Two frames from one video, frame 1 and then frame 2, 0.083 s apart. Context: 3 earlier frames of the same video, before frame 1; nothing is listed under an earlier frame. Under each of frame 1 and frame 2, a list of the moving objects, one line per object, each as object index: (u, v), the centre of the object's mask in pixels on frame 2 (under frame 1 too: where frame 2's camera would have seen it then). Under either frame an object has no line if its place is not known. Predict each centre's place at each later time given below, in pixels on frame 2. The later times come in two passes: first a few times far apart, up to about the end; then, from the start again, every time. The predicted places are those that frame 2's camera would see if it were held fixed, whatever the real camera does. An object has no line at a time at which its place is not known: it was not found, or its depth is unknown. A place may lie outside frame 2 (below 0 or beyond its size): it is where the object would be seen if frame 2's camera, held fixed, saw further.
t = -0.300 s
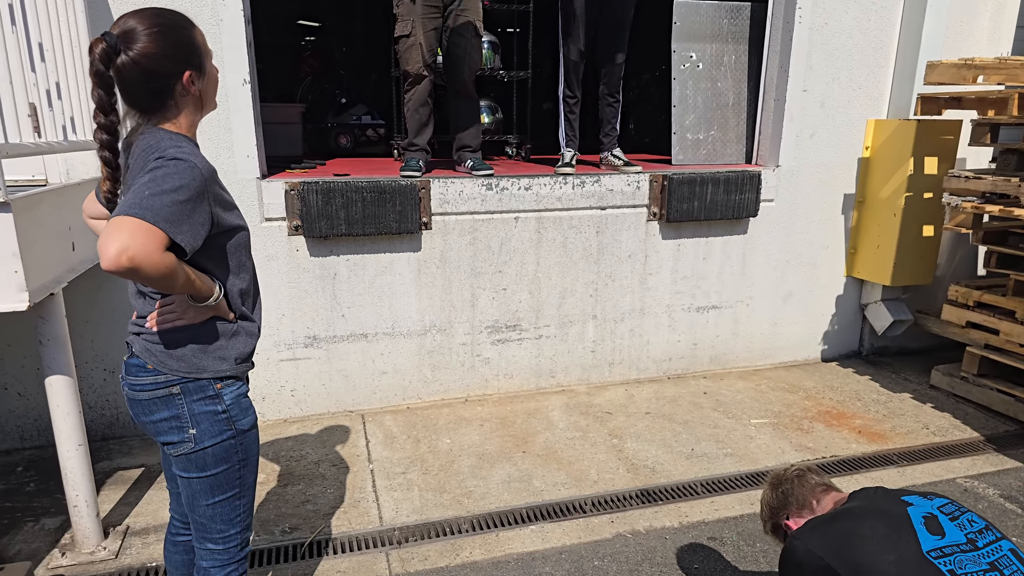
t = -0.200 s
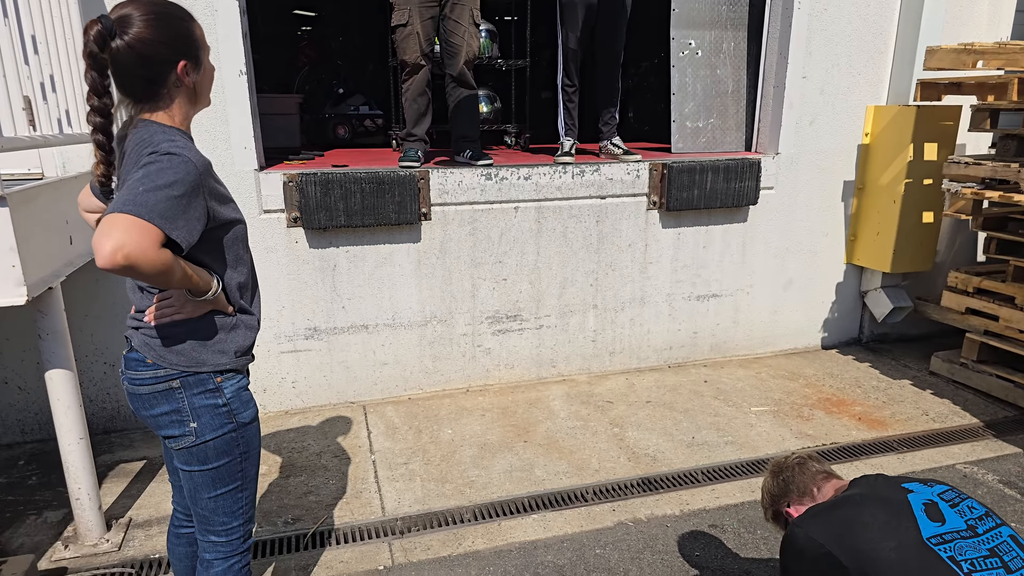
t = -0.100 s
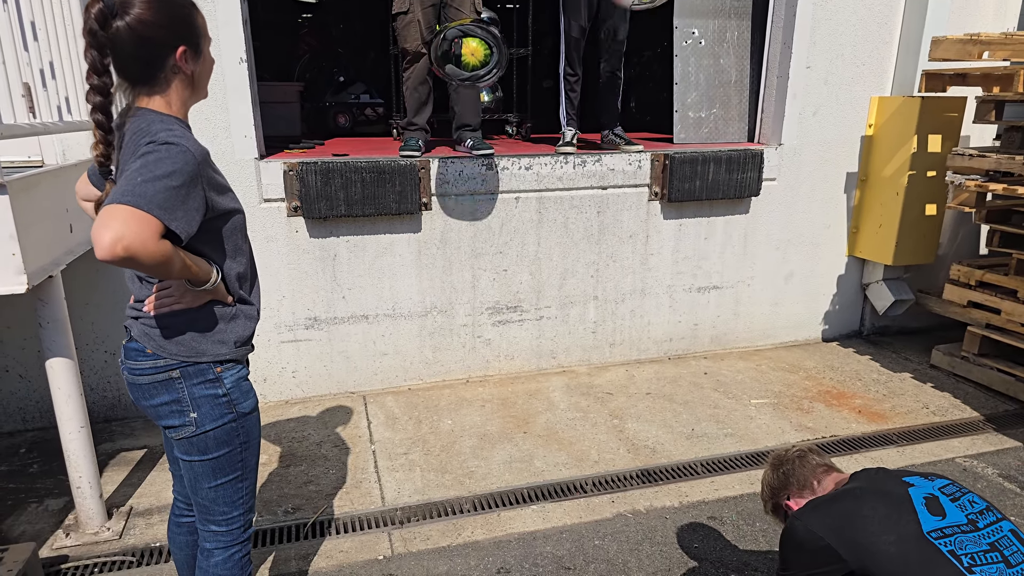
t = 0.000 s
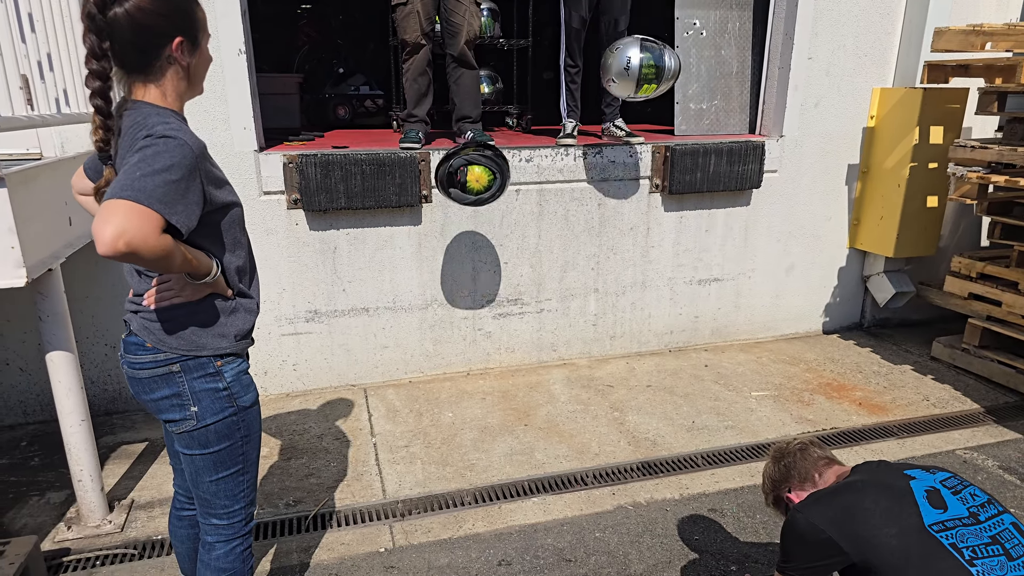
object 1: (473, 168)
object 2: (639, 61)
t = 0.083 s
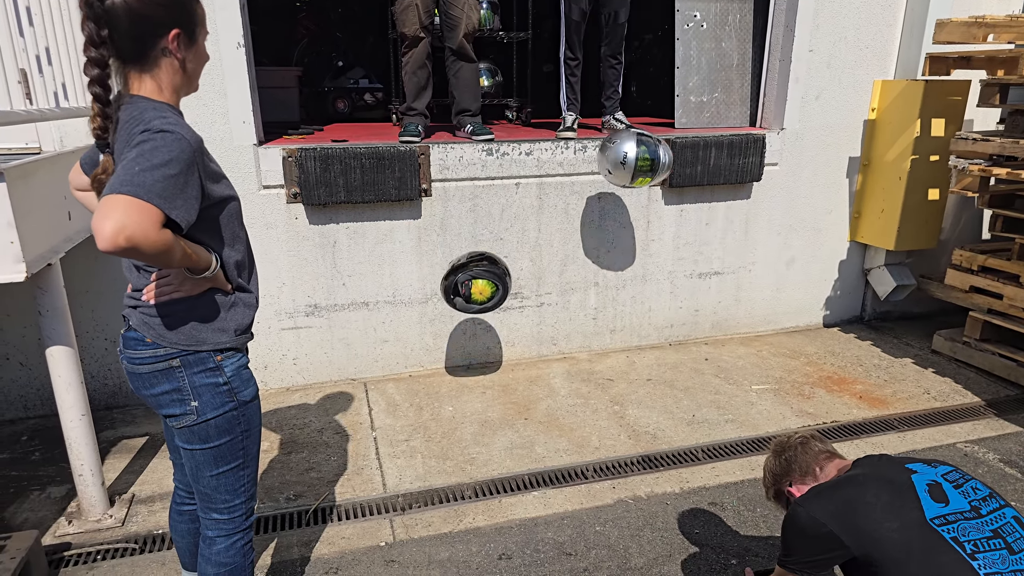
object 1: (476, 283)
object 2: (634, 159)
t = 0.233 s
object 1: (470, 374)
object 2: (625, 348)
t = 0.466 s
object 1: (432, 375)
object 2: (681, 300)
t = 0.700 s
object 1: (386, 448)
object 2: (736, 327)
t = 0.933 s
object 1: (338, 483)
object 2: (754, 352)
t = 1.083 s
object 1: (300, 509)
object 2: (752, 355)
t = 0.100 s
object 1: (477, 306)
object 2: (633, 179)
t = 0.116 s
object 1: (478, 330)
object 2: (632, 200)
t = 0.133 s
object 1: (478, 353)
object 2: (631, 221)
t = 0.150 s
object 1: (479, 377)
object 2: (630, 242)
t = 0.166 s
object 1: (478, 391)
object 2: (629, 263)
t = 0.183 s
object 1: (476, 389)
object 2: (628, 284)
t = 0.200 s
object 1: (475, 382)
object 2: (627, 305)
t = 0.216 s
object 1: (472, 378)
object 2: (626, 327)
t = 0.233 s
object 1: (470, 374)
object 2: (625, 348)
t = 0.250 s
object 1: (467, 371)
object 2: (625, 362)
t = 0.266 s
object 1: (464, 369)
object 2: (628, 355)
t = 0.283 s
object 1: (462, 366)
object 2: (631, 349)
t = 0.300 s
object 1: (459, 365)
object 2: (637, 341)
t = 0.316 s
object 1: (456, 363)
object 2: (643, 334)
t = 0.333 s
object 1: (454, 362)
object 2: (647, 329)
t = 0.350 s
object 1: (451, 362)
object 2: (651, 324)
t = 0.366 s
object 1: (449, 362)
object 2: (656, 319)
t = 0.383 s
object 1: (446, 362)
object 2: (660, 315)
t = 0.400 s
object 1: (443, 364)
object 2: (664, 311)
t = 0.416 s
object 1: (440, 366)
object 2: (668, 308)
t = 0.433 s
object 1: (437, 368)
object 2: (673, 305)
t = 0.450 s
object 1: (434, 372)
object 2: (677, 302)
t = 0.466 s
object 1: (432, 375)
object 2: (681, 300)
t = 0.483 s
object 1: (429, 380)
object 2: (685, 299)
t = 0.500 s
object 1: (426, 387)
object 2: (689, 298)
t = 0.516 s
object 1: (423, 393)
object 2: (693, 297)
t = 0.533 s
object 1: (420, 400)
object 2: (697, 297)
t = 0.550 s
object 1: (416, 408)
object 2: (701, 298)
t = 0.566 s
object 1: (414, 417)
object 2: (705, 299)
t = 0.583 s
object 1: (411, 427)
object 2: (709, 301)
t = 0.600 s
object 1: (408, 438)
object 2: (713, 303)
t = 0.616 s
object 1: (405, 443)
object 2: (717, 306)
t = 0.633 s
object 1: (399, 445)
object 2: (721, 309)
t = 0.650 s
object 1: (395, 447)
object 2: (725, 313)
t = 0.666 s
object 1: (391, 447)
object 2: (728, 317)
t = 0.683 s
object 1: (389, 447)
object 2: (732, 321)
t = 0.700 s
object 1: (386, 448)
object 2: (736, 327)
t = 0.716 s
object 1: (383, 449)
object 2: (739, 332)
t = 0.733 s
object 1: (380, 450)
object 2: (743, 339)
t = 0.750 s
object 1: (378, 451)
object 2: (746, 345)
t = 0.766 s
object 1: (375, 452)
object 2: (750, 353)
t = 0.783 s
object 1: (373, 453)
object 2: (754, 359)
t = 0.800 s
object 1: (370, 455)
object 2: (755, 361)
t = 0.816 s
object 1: (366, 458)
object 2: (757, 358)
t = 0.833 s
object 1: (361, 460)
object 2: (758, 356)
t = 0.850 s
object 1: (358, 463)
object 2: (758, 355)
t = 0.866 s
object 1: (353, 466)
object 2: (757, 354)
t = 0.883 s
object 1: (349, 470)
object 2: (756, 352)
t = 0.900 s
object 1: (346, 475)
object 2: (755, 352)
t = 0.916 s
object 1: (342, 478)
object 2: (755, 352)
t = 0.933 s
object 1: (338, 483)
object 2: (754, 352)
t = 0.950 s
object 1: (333, 487)
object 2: (753, 353)
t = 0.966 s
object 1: (330, 491)
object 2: (752, 355)
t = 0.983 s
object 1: (325, 495)
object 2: (752, 355)
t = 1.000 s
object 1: (321, 500)
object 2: (752, 355)
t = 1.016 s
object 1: (316, 503)
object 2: (751, 355)
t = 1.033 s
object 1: (312, 506)
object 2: (751, 356)
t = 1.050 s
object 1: (308, 508)
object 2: (751, 356)
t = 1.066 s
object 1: (304, 508)
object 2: (752, 356)
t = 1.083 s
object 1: (300, 509)
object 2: (752, 355)
